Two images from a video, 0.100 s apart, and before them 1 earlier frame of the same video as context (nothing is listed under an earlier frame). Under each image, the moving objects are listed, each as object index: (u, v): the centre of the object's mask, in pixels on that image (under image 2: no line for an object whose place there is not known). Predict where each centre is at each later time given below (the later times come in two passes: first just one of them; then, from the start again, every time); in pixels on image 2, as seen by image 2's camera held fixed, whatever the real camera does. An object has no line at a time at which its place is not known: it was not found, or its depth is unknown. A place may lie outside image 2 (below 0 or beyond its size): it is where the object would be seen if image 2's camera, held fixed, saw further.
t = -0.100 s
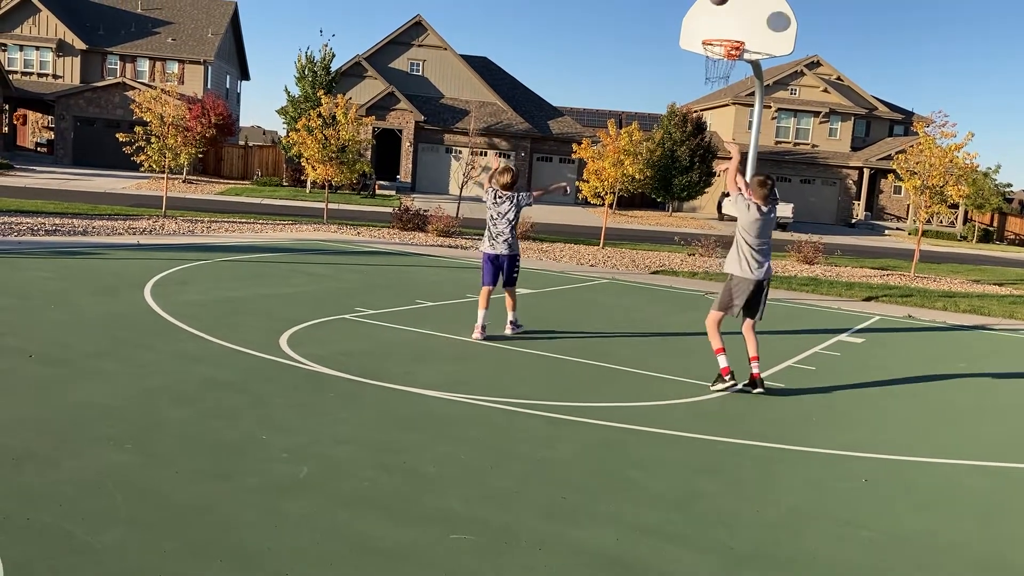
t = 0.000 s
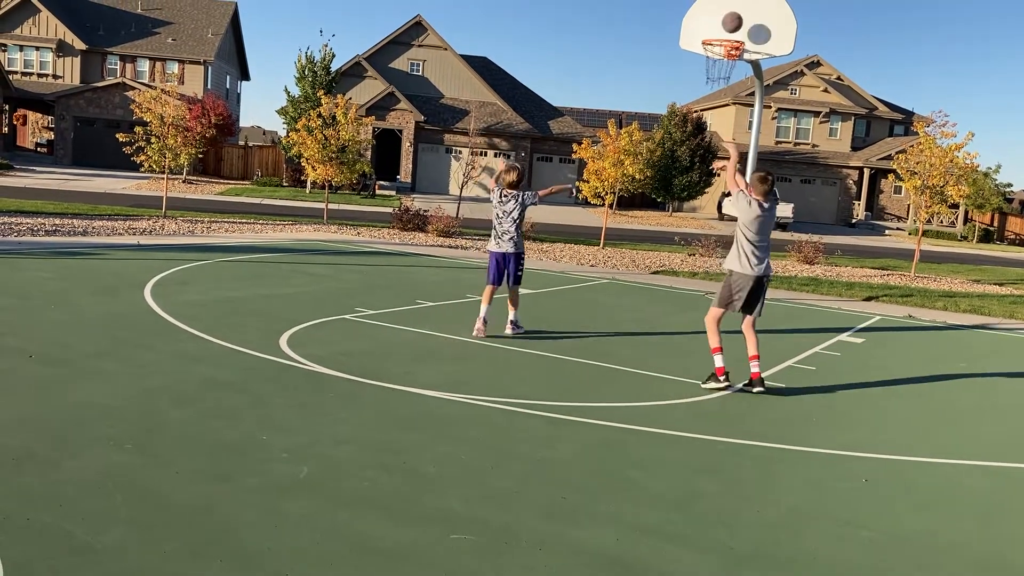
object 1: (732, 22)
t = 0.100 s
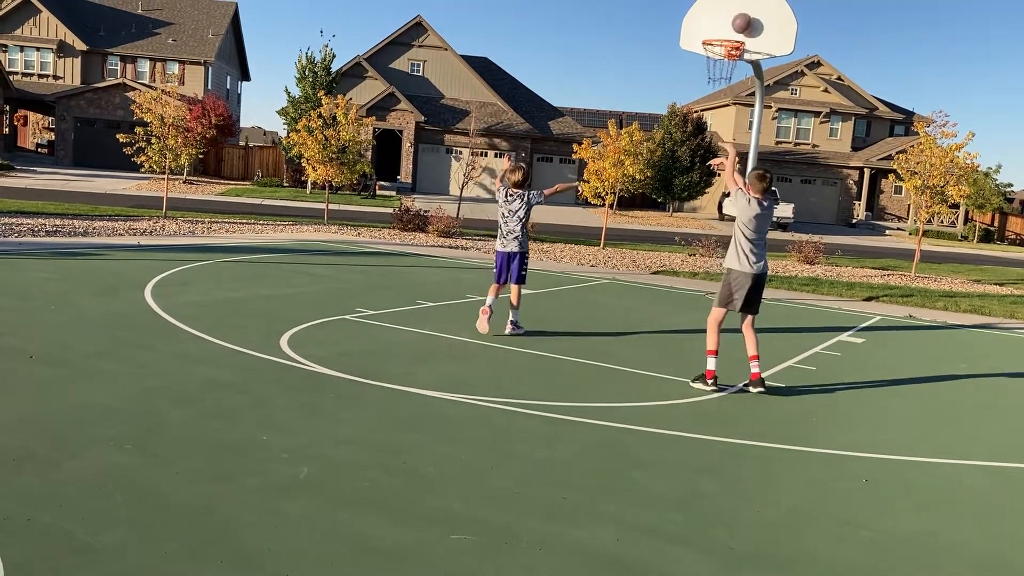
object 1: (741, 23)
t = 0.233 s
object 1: (742, 5)
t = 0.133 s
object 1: (742, 16)
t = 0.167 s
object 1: (742, 10)
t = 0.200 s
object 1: (742, 7)
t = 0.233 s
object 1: (742, 5)
